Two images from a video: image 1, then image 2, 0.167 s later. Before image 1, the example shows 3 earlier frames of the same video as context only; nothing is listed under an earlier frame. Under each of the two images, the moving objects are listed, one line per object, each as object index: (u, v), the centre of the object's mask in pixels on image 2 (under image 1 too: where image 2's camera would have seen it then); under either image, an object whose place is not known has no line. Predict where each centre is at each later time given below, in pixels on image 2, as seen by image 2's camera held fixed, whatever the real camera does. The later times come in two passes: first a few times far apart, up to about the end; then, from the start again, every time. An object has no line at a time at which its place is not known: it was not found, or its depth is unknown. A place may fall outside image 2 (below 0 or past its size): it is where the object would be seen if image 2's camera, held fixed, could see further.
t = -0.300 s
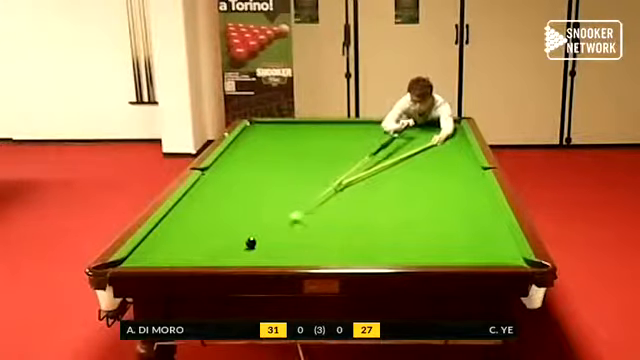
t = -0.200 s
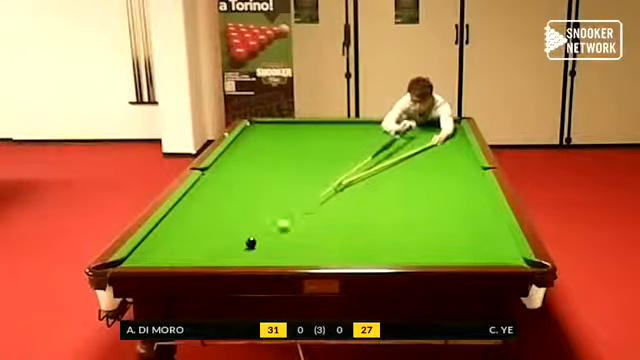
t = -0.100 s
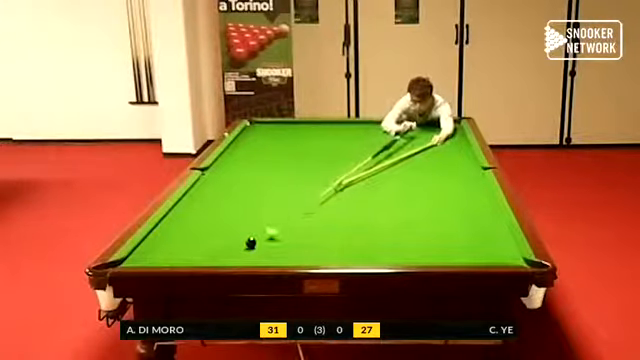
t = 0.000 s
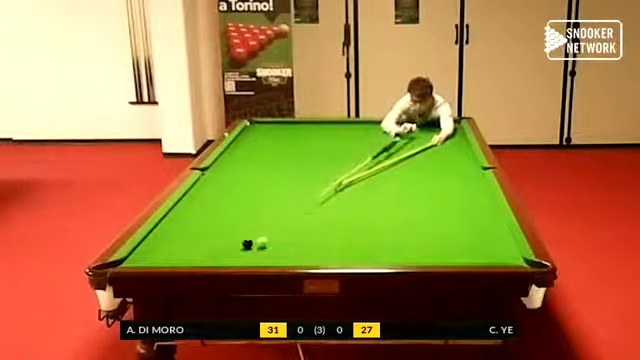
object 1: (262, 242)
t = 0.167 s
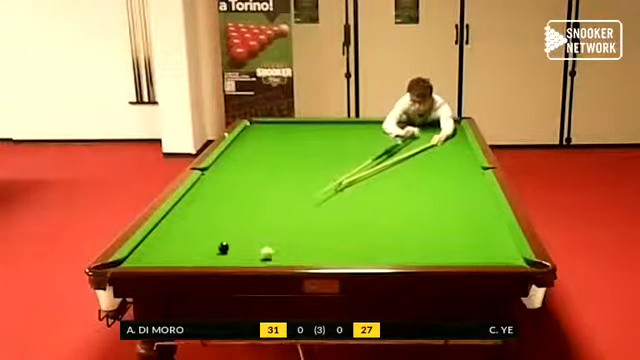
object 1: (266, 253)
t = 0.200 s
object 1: (267, 254)
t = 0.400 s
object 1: (276, 256)
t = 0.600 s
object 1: (289, 248)
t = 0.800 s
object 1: (300, 239)
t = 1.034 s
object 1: (311, 231)
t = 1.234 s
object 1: (320, 225)
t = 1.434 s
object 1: (329, 217)
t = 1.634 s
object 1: (337, 211)
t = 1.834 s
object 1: (343, 206)
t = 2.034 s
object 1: (349, 201)
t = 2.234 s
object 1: (355, 197)
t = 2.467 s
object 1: (361, 192)
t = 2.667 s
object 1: (365, 189)
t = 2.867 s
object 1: (369, 185)
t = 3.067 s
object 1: (374, 182)
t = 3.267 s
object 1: (377, 179)
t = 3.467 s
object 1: (381, 176)
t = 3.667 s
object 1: (384, 174)
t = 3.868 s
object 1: (387, 171)
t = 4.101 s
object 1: (389, 169)
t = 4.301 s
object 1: (391, 167)
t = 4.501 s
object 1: (393, 166)
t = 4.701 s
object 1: (395, 164)
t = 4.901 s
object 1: (397, 163)
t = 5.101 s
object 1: (398, 162)
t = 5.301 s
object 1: (399, 161)
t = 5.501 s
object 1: (399, 160)
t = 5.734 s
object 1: (401, 159)
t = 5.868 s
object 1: (402, 159)
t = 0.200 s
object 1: (267, 254)
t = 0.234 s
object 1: (270, 256)
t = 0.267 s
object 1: (270, 257)
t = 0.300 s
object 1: (270, 259)
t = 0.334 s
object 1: (272, 259)
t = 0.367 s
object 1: (273, 257)
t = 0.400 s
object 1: (276, 256)
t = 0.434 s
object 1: (279, 255)
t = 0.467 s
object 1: (280, 254)
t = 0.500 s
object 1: (283, 252)
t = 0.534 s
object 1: (284, 251)
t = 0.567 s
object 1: (287, 249)
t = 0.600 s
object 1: (289, 248)
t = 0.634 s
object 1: (291, 246)
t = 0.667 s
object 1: (293, 245)
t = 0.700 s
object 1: (294, 245)
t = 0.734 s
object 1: (297, 242)
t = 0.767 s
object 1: (298, 241)
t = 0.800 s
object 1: (300, 239)
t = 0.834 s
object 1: (302, 238)
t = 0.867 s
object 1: (305, 237)
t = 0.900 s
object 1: (306, 235)
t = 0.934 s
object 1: (307, 234)
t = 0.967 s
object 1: (308, 233)
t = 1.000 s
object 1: (310, 232)
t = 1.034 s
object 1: (311, 231)
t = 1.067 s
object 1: (313, 230)
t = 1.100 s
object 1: (315, 228)
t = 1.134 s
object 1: (316, 227)
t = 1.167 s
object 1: (318, 226)
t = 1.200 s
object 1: (318, 225)
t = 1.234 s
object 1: (320, 225)
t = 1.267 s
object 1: (321, 223)
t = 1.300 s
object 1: (324, 222)
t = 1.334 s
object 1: (325, 221)
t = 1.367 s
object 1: (327, 220)
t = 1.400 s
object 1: (329, 218)
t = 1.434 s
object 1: (329, 217)
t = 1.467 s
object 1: (330, 216)
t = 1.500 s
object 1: (331, 216)
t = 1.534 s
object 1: (332, 215)
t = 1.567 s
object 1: (334, 214)
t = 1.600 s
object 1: (335, 212)
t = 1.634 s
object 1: (337, 211)
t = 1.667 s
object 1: (337, 211)
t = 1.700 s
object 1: (338, 210)
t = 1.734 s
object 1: (340, 209)
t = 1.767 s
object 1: (341, 208)
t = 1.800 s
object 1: (342, 207)
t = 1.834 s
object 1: (343, 206)
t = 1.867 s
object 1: (344, 205)
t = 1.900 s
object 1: (345, 204)
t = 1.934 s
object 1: (347, 204)
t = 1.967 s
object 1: (347, 203)
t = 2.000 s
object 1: (348, 202)
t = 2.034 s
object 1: (349, 201)
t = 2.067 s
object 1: (350, 201)
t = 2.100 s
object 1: (351, 200)
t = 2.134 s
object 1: (352, 199)
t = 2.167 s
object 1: (353, 198)
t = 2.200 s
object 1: (353, 198)
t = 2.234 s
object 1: (355, 197)
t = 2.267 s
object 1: (355, 197)
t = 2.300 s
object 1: (356, 196)
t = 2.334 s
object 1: (357, 195)
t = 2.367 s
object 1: (358, 194)
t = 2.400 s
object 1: (359, 193)
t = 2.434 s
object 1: (359, 193)
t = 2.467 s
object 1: (361, 192)
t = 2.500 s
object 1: (361, 191)
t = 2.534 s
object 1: (362, 191)
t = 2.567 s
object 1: (362, 190)
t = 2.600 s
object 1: (363, 190)
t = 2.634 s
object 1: (364, 189)
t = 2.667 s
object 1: (365, 189)
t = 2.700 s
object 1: (366, 188)
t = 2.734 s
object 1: (367, 187)
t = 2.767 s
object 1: (368, 187)
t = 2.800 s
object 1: (368, 186)
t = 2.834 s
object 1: (369, 186)
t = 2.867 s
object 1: (369, 185)
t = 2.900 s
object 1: (370, 184)
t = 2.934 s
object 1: (371, 184)
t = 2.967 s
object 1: (372, 183)
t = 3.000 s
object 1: (372, 183)
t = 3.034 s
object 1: (374, 182)
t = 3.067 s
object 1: (374, 182)
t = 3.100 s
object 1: (374, 182)
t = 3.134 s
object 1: (375, 181)
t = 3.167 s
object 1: (376, 180)
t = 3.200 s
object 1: (376, 180)
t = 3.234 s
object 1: (377, 179)
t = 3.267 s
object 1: (377, 179)
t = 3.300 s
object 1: (378, 178)
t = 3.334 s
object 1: (379, 178)
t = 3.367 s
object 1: (379, 178)
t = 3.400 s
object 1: (379, 177)
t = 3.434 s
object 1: (380, 177)
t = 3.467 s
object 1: (381, 176)
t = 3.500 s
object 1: (381, 176)
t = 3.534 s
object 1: (382, 175)
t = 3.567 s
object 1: (382, 175)
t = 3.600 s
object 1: (383, 174)
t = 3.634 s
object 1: (384, 174)
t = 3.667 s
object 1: (384, 174)
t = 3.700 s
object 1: (385, 173)
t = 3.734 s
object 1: (385, 173)
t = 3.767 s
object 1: (385, 173)
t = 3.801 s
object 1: (385, 172)
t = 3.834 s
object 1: (386, 172)
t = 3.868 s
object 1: (387, 171)
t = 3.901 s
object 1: (387, 171)
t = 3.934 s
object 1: (387, 171)
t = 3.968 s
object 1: (387, 171)
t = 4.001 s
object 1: (388, 170)
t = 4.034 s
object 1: (388, 169)
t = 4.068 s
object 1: (389, 169)
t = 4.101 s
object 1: (389, 169)
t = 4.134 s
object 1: (390, 169)
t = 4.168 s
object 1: (390, 168)
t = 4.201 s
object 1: (390, 168)
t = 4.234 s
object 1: (390, 168)
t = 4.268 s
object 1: (391, 167)
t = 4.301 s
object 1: (391, 167)
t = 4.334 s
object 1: (392, 167)
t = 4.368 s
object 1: (392, 167)
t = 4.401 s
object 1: (392, 166)
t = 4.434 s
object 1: (393, 166)
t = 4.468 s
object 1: (393, 166)
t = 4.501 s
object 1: (393, 166)
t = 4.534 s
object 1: (394, 165)
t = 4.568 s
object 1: (394, 165)
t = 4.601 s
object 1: (394, 165)
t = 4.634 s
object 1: (395, 164)
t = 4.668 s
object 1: (395, 164)
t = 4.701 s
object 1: (395, 164)
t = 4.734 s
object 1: (395, 164)
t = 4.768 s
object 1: (396, 163)
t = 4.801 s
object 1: (396, 163)
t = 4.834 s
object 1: (396, 163)
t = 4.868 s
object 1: (397, 163)
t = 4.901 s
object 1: (397, 163)
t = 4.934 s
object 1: (397, 163)
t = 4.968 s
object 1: (397, 162)
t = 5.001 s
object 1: (397, 162)
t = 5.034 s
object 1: (398, 162)
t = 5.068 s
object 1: (398, 162)
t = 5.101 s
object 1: (398, 162)
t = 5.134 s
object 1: (398, 162)
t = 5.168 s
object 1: (398, 162)
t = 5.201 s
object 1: (398, 162)
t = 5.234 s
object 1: (399, 161)
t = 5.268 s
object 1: (399, 161)
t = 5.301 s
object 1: (399, 161)
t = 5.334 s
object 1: (399, 161)
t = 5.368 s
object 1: (399, 161)
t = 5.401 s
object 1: (400, 161)
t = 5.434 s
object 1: (400, 160)
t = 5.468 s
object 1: (400, 160)
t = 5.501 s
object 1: (399, 160)
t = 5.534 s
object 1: (399, 160)
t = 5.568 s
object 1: (400, 159)
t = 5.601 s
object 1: (401, 159)
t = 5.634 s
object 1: (401, 159)
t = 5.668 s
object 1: (400, 159)
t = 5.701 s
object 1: (401, 159)
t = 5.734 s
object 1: (401, 159)
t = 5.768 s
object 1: (402, 159)
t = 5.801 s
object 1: (402, 159)
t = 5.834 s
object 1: (402, 159)
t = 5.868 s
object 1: (402, 159)
